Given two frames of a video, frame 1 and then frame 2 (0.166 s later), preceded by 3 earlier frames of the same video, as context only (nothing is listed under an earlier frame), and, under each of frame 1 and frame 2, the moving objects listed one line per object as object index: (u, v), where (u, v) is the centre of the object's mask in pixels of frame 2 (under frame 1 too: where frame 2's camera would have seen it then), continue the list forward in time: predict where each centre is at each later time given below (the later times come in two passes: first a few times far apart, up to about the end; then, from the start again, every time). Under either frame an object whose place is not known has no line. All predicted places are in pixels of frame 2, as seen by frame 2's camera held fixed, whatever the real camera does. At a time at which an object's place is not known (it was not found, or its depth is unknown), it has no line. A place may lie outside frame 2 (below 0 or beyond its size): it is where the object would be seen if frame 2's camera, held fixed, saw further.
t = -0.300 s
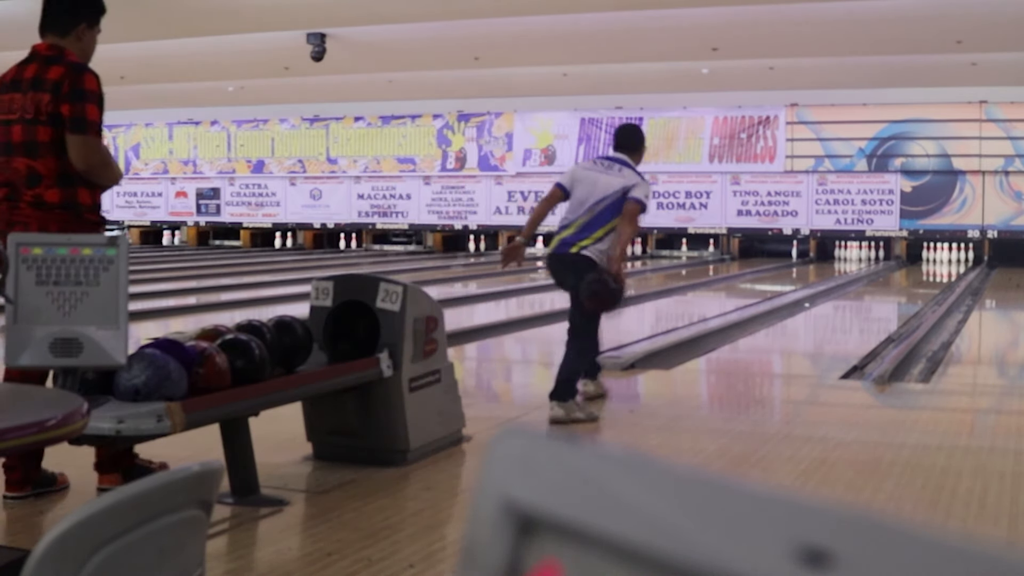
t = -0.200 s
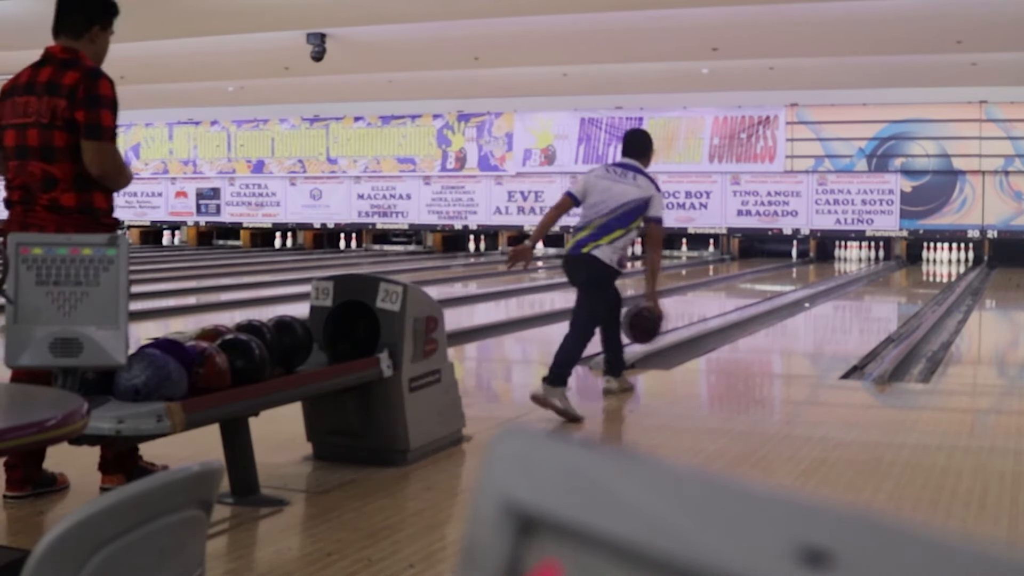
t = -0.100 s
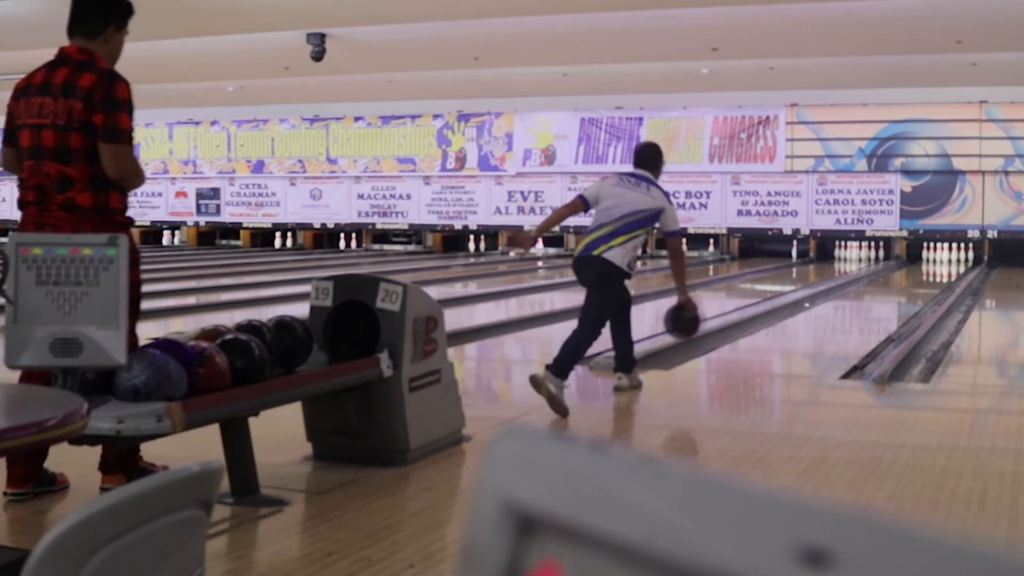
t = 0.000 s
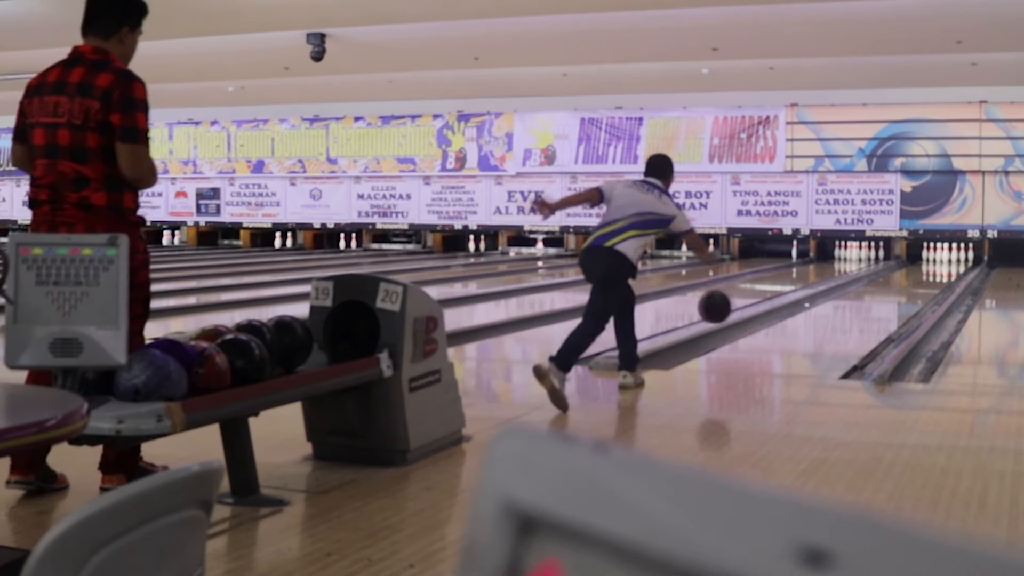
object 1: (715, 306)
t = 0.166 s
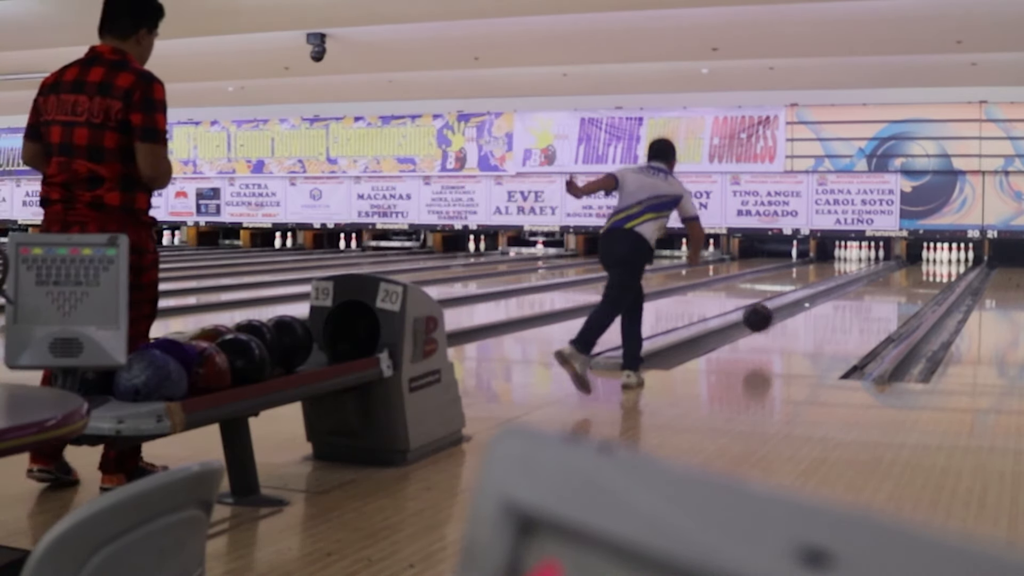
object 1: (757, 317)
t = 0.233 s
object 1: (771, 330)
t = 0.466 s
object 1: (812, 314)
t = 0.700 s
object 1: (843, 301)
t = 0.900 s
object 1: (863, 293)
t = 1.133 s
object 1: (882, 285)
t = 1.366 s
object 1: (899, 277)
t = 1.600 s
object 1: (911, 273)
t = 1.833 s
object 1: (921, 268)
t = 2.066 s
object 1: (930, 264)
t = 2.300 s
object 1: (937, 261)
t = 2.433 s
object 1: (940, 260)
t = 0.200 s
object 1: (764, 324)
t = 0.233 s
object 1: (771, 330)
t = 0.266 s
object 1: (778, 326)
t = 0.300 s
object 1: (784, 324)
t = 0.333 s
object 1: (790, 322)
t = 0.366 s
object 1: (796, 320)
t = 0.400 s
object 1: (802, 318)
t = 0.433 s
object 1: (807, 316)
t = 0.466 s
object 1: (812, 314)
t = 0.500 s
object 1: (817, 312)
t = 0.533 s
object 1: (822, 310)
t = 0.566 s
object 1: (826, 308)
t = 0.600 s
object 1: (830, 306)
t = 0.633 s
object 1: (834, 304)
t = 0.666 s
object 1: (839, 303)
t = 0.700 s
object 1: (843, 301)
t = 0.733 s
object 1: (846, 300)
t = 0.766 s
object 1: (850, 298)
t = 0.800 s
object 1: (854, 297)
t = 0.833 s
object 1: (857, 295)
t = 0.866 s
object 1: (860, 294)
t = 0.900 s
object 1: (863, 293)
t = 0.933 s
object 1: (866, 292)
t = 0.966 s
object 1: (869, 291)
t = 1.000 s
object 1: (872, 290)
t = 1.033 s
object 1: (874, 288)
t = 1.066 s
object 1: (877, 287)
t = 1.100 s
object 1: (880, 286)
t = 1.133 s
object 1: (882, 285)
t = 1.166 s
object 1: (885, 284)
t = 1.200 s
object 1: (887, 282)
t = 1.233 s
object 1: (889, 281)
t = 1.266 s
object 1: (892, 280)
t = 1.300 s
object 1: (894, 280)
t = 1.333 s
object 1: (896, 279)
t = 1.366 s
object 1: (899, 277)
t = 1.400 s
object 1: (900, 277)
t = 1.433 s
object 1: (902, 276)
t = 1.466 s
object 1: (904, 275)
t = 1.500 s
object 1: (906, 275)
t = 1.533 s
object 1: (908, 274)
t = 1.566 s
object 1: (909, 273)
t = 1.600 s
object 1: (911, 273)
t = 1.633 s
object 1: (913, 272)
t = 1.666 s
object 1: (914, 272)
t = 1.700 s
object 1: (915, 272)
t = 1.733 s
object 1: (917, 270)
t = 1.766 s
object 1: (918, 269)
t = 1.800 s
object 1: (920, 269)
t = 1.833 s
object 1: (921, 268)
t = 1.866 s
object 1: (923, 268)
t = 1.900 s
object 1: (924, 267)
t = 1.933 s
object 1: (925, 267)
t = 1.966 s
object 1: (927, 266)
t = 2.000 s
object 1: (928, 266)
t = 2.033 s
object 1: (929, 265)
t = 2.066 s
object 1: (930, 264)
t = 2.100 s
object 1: (931, 264)
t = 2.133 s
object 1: (932, 264)
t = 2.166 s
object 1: (933, 263)
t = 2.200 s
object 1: (934, 262)
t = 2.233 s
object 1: (936, 262)
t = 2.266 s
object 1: (936, 262)
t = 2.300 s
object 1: (937, 261)
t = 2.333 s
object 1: (938, 261)
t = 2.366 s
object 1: (939, 261)
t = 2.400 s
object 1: (939, 260)
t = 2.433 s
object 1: (940, 260)
